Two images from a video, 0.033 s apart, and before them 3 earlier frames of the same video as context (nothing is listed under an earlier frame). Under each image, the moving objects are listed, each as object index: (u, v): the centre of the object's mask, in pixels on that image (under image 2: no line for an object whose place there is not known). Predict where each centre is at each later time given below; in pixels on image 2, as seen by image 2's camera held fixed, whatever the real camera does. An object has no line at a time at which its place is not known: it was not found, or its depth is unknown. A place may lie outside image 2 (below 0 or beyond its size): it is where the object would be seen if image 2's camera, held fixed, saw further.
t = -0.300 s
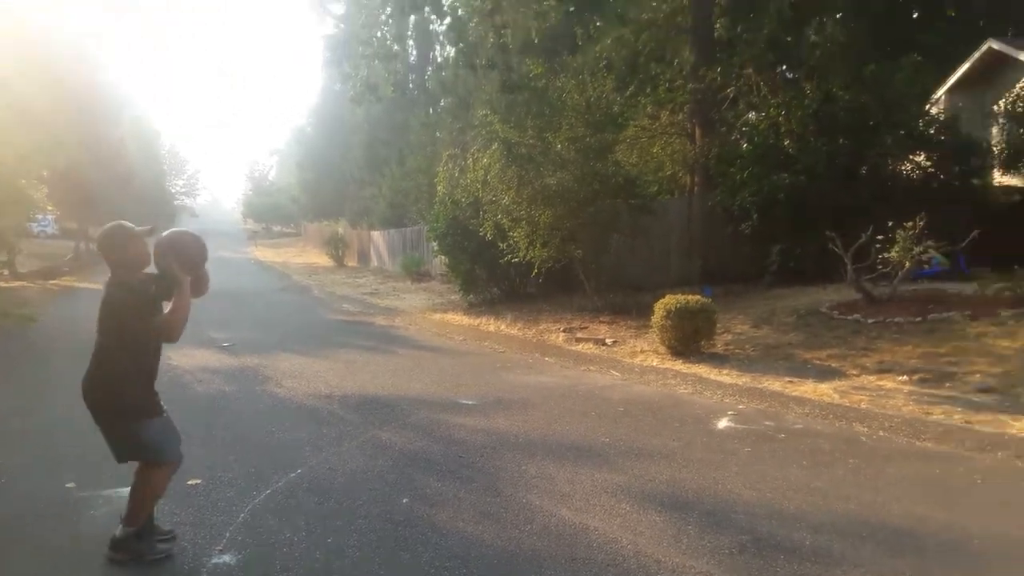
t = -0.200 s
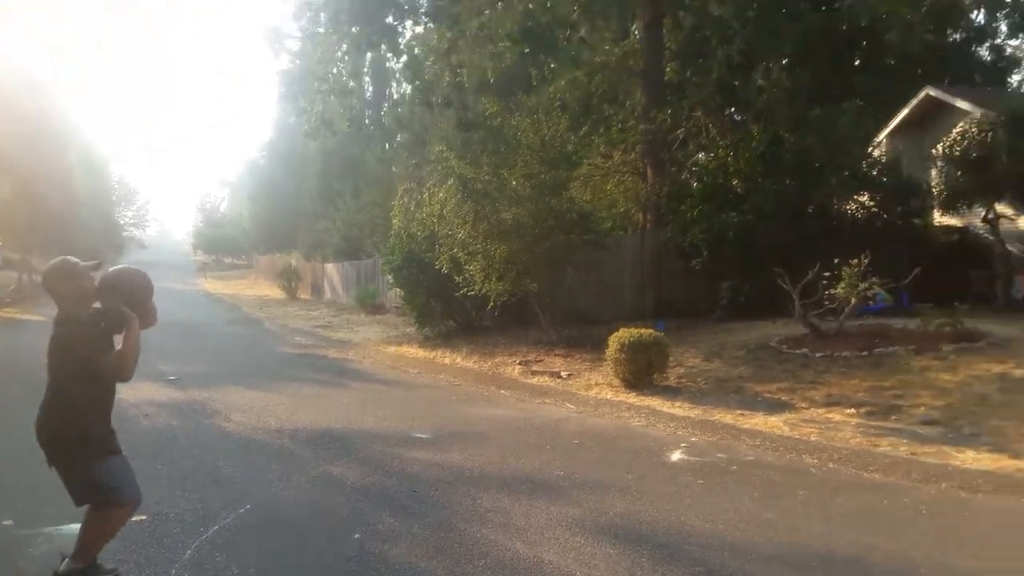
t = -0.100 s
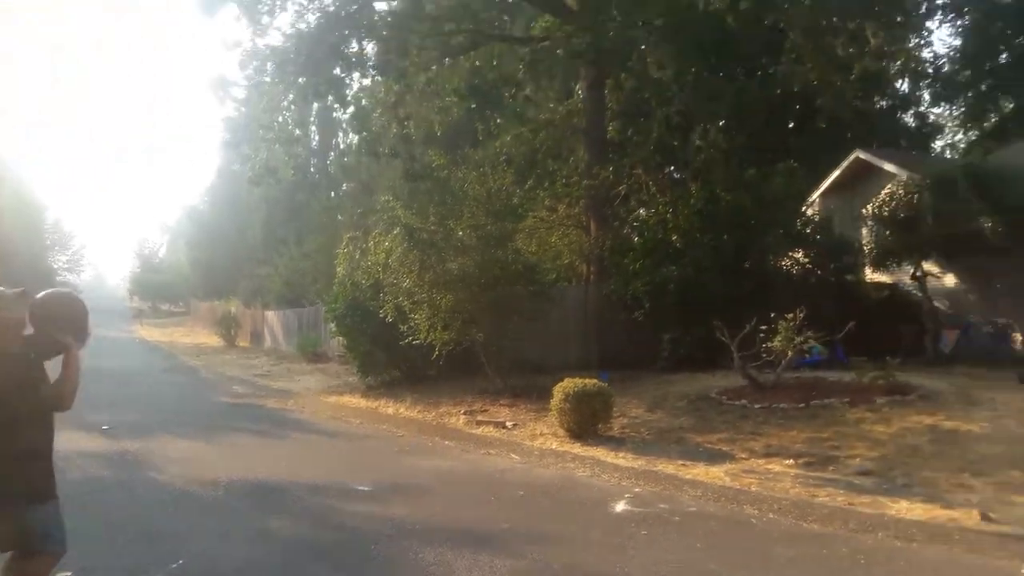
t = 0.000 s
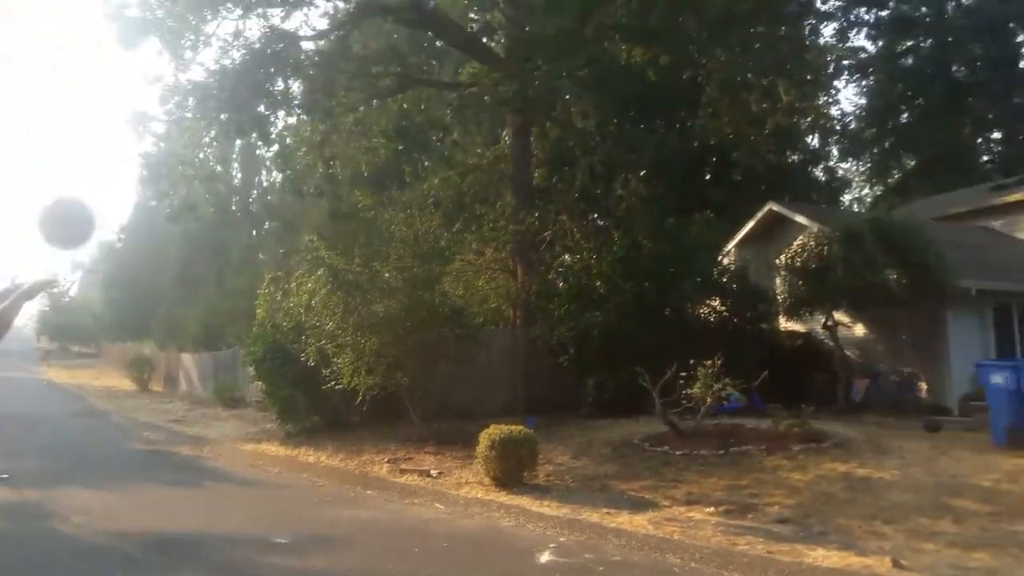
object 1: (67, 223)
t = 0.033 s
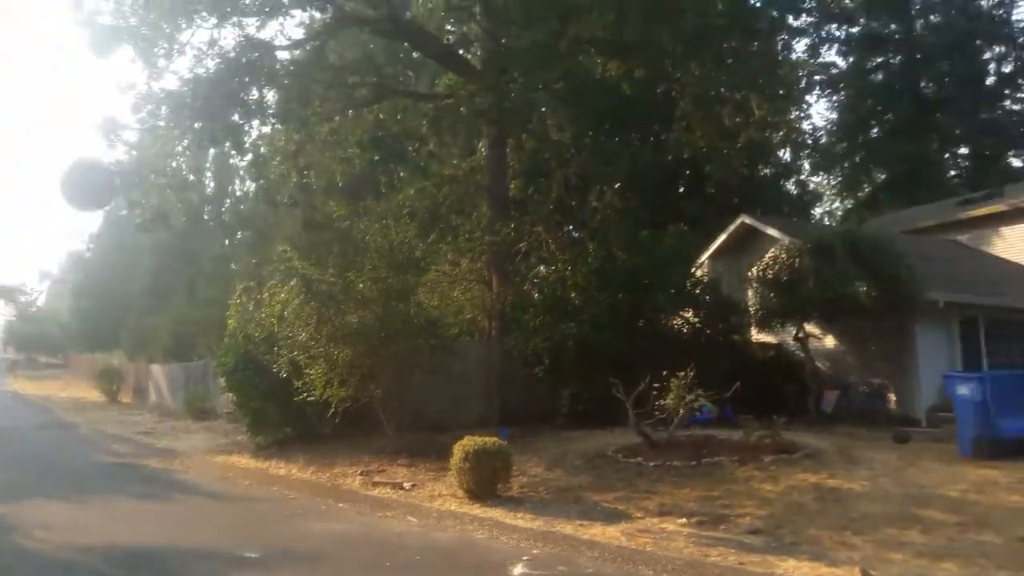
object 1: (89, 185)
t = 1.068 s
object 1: (1029, 106)
